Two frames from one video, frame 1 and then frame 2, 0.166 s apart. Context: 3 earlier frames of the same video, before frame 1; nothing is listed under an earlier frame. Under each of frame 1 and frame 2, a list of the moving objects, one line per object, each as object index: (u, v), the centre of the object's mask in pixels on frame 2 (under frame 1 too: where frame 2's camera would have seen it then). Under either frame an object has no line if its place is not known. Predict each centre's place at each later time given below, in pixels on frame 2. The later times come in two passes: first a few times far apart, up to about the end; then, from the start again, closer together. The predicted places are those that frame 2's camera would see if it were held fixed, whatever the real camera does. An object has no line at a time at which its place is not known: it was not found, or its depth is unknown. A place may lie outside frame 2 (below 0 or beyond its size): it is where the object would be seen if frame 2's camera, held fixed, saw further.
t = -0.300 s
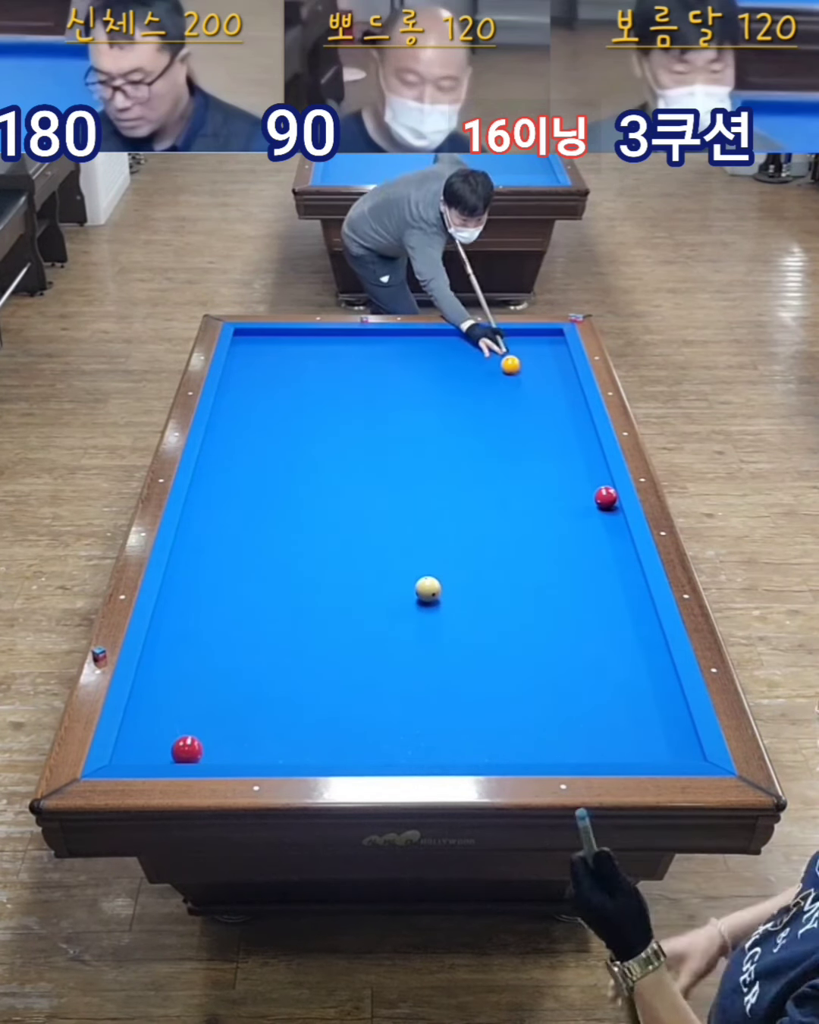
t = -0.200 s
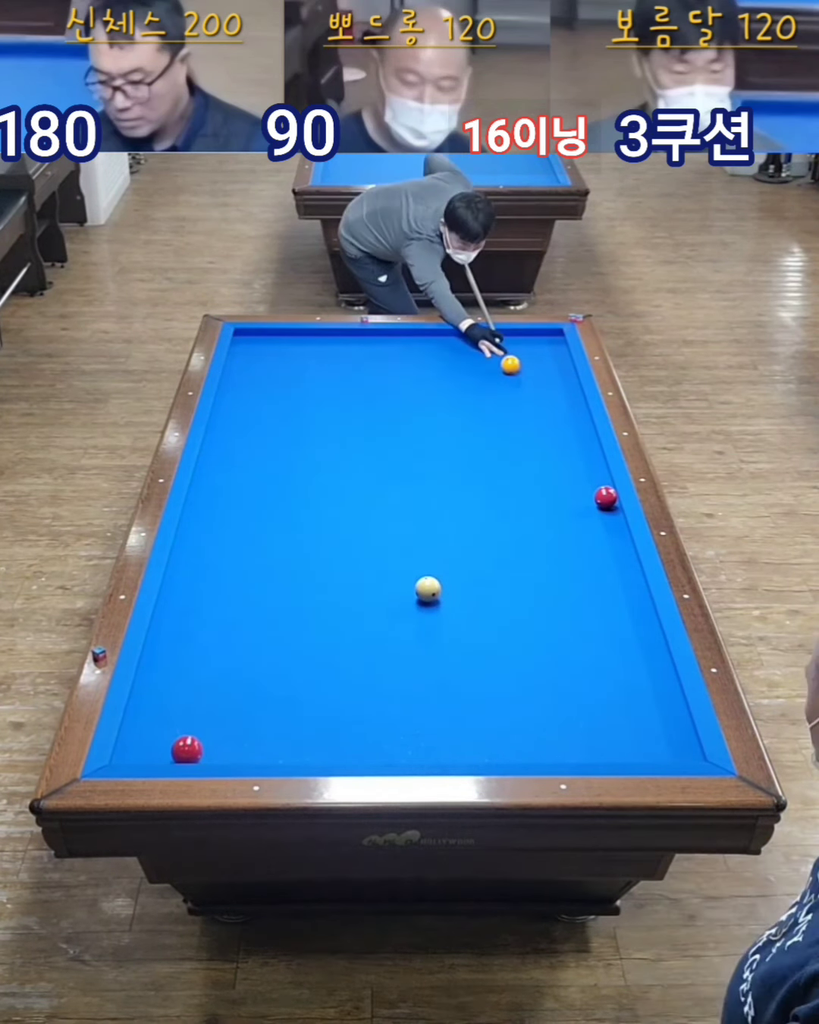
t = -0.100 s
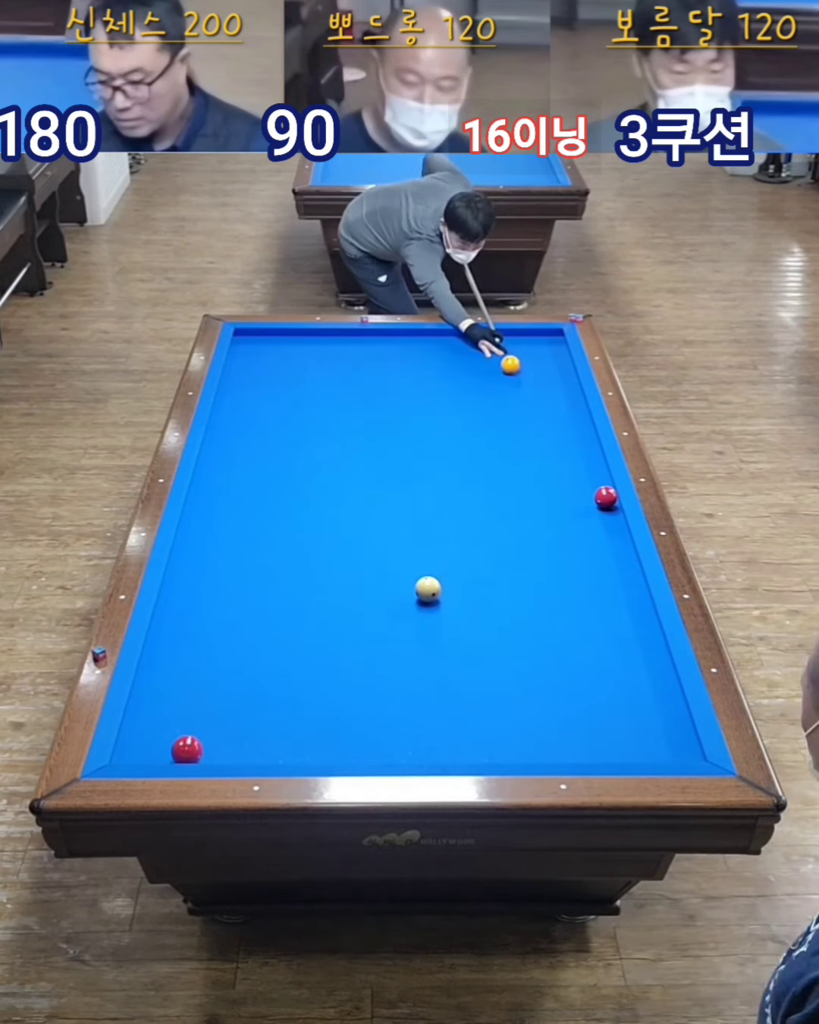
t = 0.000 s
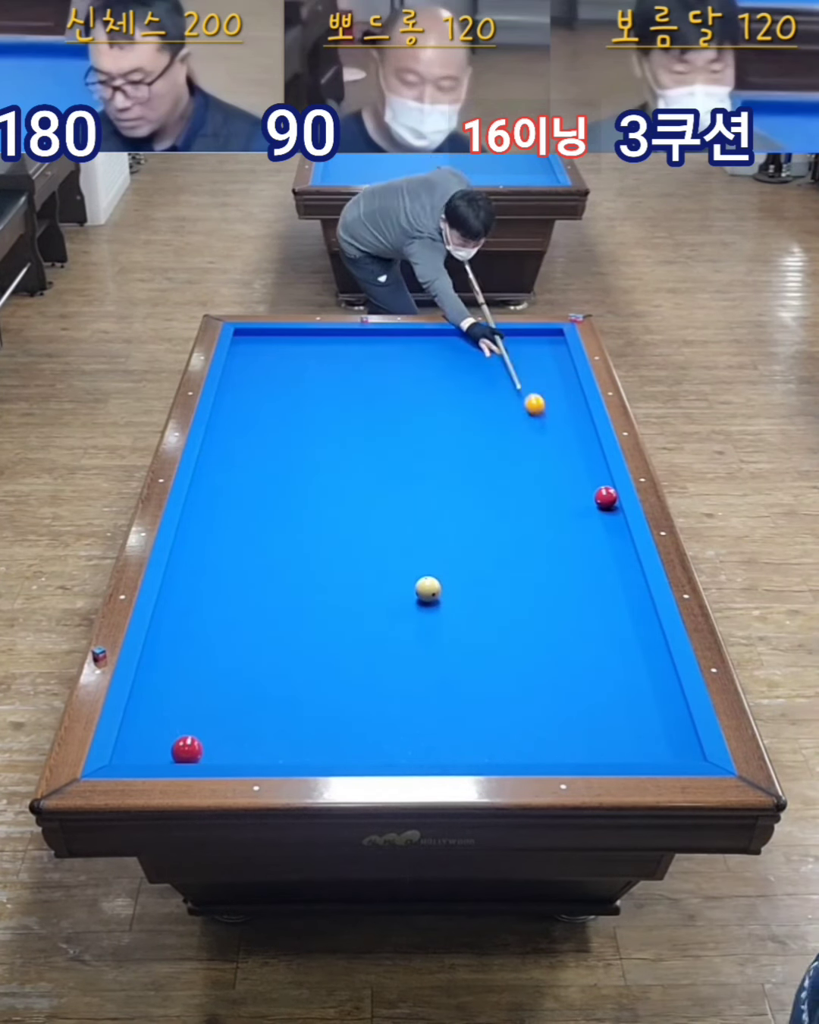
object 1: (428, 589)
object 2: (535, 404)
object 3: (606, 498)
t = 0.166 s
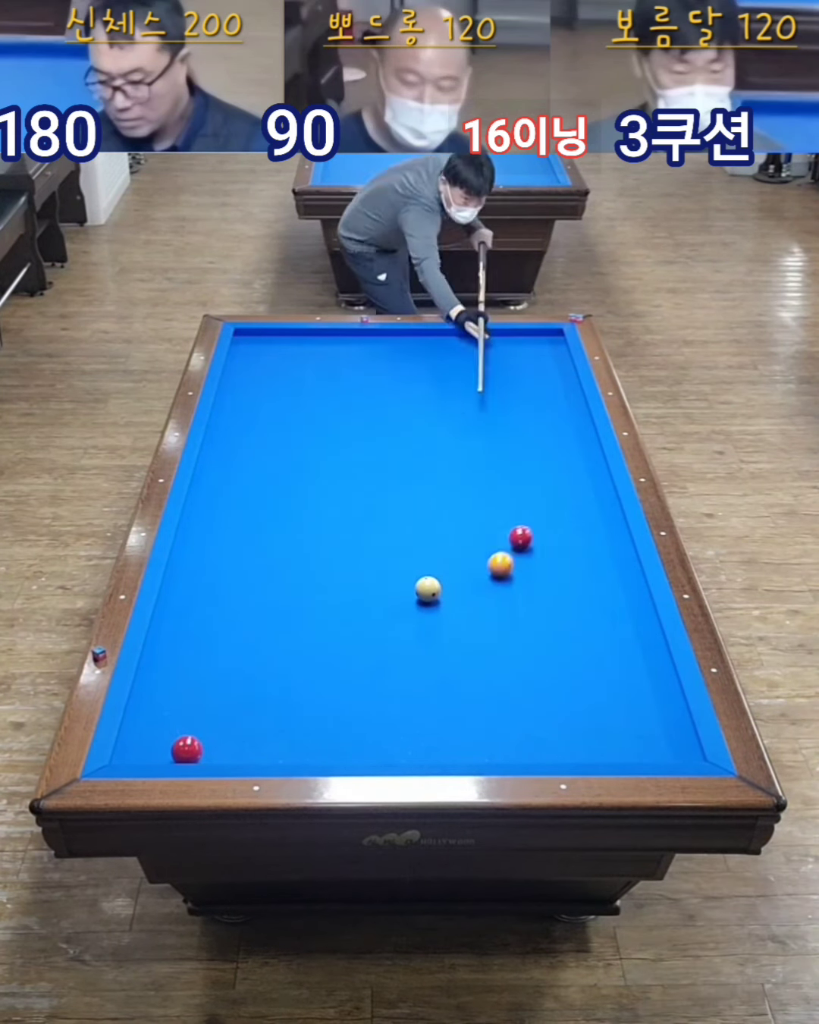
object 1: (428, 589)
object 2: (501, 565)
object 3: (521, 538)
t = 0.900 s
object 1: (419, 734)
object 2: (273, 634)
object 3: (303, 471)
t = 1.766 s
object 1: (489, 653)
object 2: (403, 630)
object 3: (505, 349)
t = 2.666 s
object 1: (608, 637)
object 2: (421, 608)
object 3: (486, 426)
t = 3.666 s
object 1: (636, 628)
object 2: (423, 605)
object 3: (359, 517)
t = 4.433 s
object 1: (635, 628)
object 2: (423, 605)
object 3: (261, 586)
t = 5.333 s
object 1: (635, 628)
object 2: (423, 605)
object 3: (164, 686)
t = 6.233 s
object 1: (635, 628)
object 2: (423, 605)
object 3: (177, 700)
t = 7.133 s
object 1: (635, 627)
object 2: (423, 605)
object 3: (177, 700)
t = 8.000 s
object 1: (635, 628)
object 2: (423, 605)
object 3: (177, 700)
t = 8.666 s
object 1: (635, 628)
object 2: (423, 605)
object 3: (177, 700)
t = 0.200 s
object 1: (428, 589)
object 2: (473, 595)
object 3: (490, 551)
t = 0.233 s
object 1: (428, 589)
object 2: (446, 627)
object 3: (461, 563)
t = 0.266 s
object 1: (428, 589)
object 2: (416, 662)
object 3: (434, 571)
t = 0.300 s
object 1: (428, 600)
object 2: (384, 699)
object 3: (404, 576)
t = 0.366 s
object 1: (427, 621)
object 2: (315, 737)
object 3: (348, 580)
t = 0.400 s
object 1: (426, 630)
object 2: (285, 706)
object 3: (319, 582)
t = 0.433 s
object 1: (426, 640)
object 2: (257, 680)
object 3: (290, 585)
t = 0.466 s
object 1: (425, 649)
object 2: (231, 657)
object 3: (262, 586)
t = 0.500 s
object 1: (425, 660)
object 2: (205, 636)
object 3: (233, 588)
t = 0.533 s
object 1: (424, 670)
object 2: (181, 619)
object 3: (205, 590)
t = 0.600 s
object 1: (424, 691)
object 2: (187, 614)
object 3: (190, 570)
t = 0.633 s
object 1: (423, 701)
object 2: (199, 619)
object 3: (209, 554)
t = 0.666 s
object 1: (423, 712)
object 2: (209, 623)
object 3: (225, 540)
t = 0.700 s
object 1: (422, 723)
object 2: (219, 625)
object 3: (239, 528)
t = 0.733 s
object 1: (421, 734)
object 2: (228, 626)
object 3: (251, 518)
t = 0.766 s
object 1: (421, 746)
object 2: (237, 628)
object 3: (262, 508)
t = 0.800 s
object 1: (421, 751)
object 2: (246, 629)
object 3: (273, 498)
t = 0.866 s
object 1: (420, 740)
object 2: (264, 632)
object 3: (293, 479)
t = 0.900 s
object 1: (419, 734)
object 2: (273, 634)
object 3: (303, 471)
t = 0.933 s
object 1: (418, 727)
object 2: (282, 635)
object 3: (312, 462)
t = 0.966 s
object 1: (418, 722)
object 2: (291, 637)
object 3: (322, 454)
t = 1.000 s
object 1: (417, 716)
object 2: (300, 638)
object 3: (331, 446)
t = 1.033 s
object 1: (417, 711)
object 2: (309, 640)
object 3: (339, 438)
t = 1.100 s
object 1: (416, 700)
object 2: (326, 643)
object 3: (356, 423)
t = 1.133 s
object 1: (415, 695)
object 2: (335, 644)
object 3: (364, 415)
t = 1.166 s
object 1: (415, 690)
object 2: (343, 646)
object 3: (372, 408)
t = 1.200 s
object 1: (414, 685)
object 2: (352, 647)
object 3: (379, 401)
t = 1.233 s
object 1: (414, 681)
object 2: (360, 649)
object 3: (387, 395)
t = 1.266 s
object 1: (413, 676)
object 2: (369, 649)
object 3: (394, 388)
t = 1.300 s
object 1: (412, 671)
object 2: (378, 651)
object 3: (401, 382)
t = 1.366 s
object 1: (415, 664)
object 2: (390, 652)
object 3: (414, 369)
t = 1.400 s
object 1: (422, 663)
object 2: (391, 649)
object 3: (421, 364)
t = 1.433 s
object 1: (428, 663)
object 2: (392, 648)
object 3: (428, 358)
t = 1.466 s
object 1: (435, 661)
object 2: (393, 645)
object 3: (434, 352)
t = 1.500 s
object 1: (441, 661)
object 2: (394, 643)
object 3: (440, 347)
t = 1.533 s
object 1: (448, 660)
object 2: (396, 642)
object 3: (446, 341)
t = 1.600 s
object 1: (460, 658)
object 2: (397, 638)
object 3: (459, 335)
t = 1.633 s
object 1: (466, 657)
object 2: (399, 636)
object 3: (468, 338)
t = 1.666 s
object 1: (471, 657)
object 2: (399, 635)
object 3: (477, 341)
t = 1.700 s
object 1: (477, 656)
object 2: (400, 634)
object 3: (487, 343)
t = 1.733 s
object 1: (483, 655)
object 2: (402, 632)
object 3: (496, 346)
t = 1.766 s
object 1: (489, 653)
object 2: (403, 630)
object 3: (505, 349)
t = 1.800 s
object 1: (494, 653)
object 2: (403, 629)
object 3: (514, 351)
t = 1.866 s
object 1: (505, 652)
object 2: (405, 627)
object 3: (533, 357)
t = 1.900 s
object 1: (510, 651)
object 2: (406, 625)
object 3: (542, 360)
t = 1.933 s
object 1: (515, 650)
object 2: (407, 623)
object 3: (552, 362)
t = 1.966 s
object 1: (520, 649)
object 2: (408, 623)
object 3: (561, 365)
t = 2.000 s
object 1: (525, 649)
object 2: (409, 622)
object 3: (565, 368)
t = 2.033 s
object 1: (530, 648)
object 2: (410, 621)
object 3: (560, 370)
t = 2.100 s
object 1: (540, 646)
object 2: (412, 618)
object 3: (553, 376)
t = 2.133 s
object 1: (544, 646)
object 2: (412, 617)
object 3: (549, 379)
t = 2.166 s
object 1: (549, 645)
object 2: (413, 616)
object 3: (545, 382)
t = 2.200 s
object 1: (553, 644)
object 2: (414, 616)
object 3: (541, 385)
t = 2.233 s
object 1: (557, 643)
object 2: (414, 615)
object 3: (537, 388)
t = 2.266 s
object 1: (562, 643)
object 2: (415, 614)
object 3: (533, 391)
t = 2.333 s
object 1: (570, 642)
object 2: (416, 612)
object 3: (526, 397)
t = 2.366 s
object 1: (574, 641)
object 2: (417, 612)
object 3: (522, 400)
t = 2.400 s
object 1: (578, 640)
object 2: (417, 611)
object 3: (517, 403)
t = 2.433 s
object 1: (582, 640)
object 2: (418, 610)
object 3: (513, 406)
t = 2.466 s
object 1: (586, 639)
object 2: (419, 610)
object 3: (510, 409)
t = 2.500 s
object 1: (590, 639)
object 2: (419, 609)
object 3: (505, 412)
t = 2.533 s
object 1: (593, 638)
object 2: (420, 609)
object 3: (501, 415)
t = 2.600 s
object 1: (600, 638)
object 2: (420, 608)
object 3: (493, 420)
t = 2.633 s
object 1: (604, 637)
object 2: (421, 608)
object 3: (489, 424)
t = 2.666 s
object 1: (608, 637)
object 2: (421, 608)
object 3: (486, 426)
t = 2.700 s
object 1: (611, 636)
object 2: (422, 608)
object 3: (481, 430)
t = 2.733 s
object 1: (614, 636)
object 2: (422, 607)
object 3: (477, 433)
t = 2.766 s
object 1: (617, 635)
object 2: (422, 607)
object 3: (473, 436)
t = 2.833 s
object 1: (623, 635)
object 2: (423, 607)
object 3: (464, 442)
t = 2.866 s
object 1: (626, 634)
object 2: (422, 607)
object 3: (460, 445)
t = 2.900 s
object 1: (628, 634)
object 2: (423, 607)
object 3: (456, 448)
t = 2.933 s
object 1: (631, 633)
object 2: (423, 607)
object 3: (452, 451)
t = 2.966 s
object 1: (634, 633)
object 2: (423, 607)
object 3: (448, 454)
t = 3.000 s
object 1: (637, 632)
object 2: (423, 606)
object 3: (444, 457)
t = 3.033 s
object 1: (639, 631)
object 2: (423, 606)
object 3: (439, 460)
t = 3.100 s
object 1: (644, 631)
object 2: (427, 607)
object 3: (427, 465)
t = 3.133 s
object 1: (647, 630)
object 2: (423, 606)
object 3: (427, 469)
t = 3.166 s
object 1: (648, 630)
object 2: (423, 606)
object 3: (423, 472)
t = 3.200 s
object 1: (649, 630)
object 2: (424, 608)
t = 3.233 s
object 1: (648, 630)
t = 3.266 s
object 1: (647, 629)
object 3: (408, 481)
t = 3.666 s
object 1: (636, 628)
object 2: (423, 605)
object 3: (359, 517)
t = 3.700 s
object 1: (636, 627)
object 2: (423, 605)
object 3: (354, 520)
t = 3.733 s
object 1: (635, 627)
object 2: (423, 605)
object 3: (350, 523)
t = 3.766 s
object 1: (635, 627)
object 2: (423, 605)
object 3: (346, 526)
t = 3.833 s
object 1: (635, 627)
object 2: (423, 605)
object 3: (337, 532)
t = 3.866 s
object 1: (635, 627)
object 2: (423, 605)
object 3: (333, 535)
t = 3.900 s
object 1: (635, 627)
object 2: (423, 605)
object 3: (329, 538)
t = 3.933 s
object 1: (635, 627)
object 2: (423, 605)
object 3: (325, 541)
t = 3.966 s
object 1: (635, 627)
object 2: (423, 605)
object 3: (320, 544)
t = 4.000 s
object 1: (635, 627)
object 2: (423, 605)
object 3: (316, 547)
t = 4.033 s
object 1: (635, 627)
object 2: (423, 605)
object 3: (312, 550)
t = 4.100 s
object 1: (635, 627)
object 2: (423, 605)
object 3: (303, 556)
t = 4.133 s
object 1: (635, 627)
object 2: (423, 605)
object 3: (299, 559)
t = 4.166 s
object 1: (635, 627)
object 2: (423, 605)
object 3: (295, 562)
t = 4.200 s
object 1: (635, 627)
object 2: (423, 605)
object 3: (291, 564)
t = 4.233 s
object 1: (635, 627)
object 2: (423, 605)
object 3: (285, 569)
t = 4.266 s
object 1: (635, 628)
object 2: (423, 605)
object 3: (281, 572)
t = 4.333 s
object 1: (635, 627)
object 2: (423, 605)
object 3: (273, 578)
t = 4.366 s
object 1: (635, 627)
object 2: (423, 605)
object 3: (269, 580)
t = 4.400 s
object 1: (634, 628)
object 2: (423, 605)
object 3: (265, 583)
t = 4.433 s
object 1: (635, 628)
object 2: (423, 605)
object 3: (261, 586)
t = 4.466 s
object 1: (635, 627)
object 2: (423, 605)
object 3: (257, 589)
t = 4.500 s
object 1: (634, 628)
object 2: (423, 605)
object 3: (253, 591)
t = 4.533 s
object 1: (635, 628)
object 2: (423, 605)
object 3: (249, 594)
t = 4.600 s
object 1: (635, 628)
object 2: (423, 605)
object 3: (241, 600)
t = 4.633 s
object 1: (634, 628)
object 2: (423, 605)
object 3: (237, 603)
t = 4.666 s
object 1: (635, 627)
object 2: (423, 605)
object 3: (233, 605)
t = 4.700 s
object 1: (635, 627)
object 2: (423, 605)
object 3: (230, 608)
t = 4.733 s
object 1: (635, 628)
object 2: (423, 605)
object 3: (226, 611)
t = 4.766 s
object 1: (635, 628)
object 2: (423, 605)
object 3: (218, 616)
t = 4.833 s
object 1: (635, 627)
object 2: (423, 605)
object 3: (204, 626)
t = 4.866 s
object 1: (635, 628)
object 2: (423, 605)
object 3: (197, 631)
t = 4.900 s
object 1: (634, 628)
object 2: (423, 605)
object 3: (190, 637)
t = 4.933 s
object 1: (635, 628)
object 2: (423, 605)
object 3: (184, 642)
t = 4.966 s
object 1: (635, 627)
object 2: (423, 605)
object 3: (177, 646)
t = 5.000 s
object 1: (635, 628)
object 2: (422, 605)
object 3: (171, 651)
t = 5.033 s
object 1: (635, 627)
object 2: (423, 605)
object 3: (164, 656)
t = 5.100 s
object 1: (635, 628)
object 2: (423, 605)
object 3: (153, 665)
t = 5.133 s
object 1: (635, 628)
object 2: (423, 605)
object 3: (154, 668)
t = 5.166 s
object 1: (635, 628)
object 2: (423, 605)
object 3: (156, 672)
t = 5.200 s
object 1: (635, 628)
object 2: (423, 605)
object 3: (158, 675)
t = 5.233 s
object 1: (635, 628)
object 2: (423, 605)
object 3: (159, 677)
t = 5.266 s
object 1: (635, 628)
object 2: (423, 605)
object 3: (161, 680)
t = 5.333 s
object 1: (635, 628)
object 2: (423, 605)
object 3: (164, 686)
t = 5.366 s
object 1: (635, 628)
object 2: (423, 605)
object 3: (165, 688)
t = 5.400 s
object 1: (635, 628)
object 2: (423, 605)
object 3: (166, 690)
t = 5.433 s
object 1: (635, 628)
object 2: (423, 605)
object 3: (168, 692)
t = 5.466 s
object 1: (635, 628)
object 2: (423, 605)
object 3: (169, 693)
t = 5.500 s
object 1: (635, 628)
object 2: (423, 605)
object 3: (171, 695)
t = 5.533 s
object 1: (635, 628)
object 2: (423, 605)
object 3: (172, 696)
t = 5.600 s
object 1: (635, 628)
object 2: (423, 605)
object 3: (175, 698)
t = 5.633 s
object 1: (635, 628)
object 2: (423, 605)
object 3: (176, 699)
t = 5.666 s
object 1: (635, 628)
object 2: (423, 605)
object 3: (177, 699)
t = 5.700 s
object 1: (635, 628)
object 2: (423, 605)
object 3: (177, 699)
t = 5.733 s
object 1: (635, 628)
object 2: (423, 605)
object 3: (178, 700)
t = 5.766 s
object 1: (635, 628)
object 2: (423, 605)
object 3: (177, 700)
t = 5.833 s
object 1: (635, 628)
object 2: (423, 605)
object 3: (177, 700)
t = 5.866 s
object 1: (635, 628)
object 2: (423, 605)
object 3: (177, 700)
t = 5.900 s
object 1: (635, 628)
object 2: (423, 605)
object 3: (177, 700)
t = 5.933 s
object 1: (635, 627)
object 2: (423, 605)
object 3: (177, 700)
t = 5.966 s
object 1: (635, 627)
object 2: (423, 605)
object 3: (177, 700)
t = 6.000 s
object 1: (634, 628)
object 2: (423, 605)
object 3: (177, 700)
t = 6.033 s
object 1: (635, 628)
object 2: (423, 605)
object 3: (177, 700)
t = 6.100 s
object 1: (634, 628)
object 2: (423, 606)
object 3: (177, 700)
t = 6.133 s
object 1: (635, 628)
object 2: (423, 605)
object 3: (177, 700)
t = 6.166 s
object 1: (635, 628)
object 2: (423, 605)
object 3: (177, 700)
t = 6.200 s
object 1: (635, 628)
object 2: (423, 605)
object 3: (177, 700)
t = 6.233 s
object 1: (635, 628)
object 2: (423, 605)
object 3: (177, 700)
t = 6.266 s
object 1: (635, 628)
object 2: (423, 605)
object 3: (177, 700)
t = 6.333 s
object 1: (635, 628)
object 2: (423, 605)
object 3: (177, 700)
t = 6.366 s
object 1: (635, 628)
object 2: (423, 605)
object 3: (177, 700)
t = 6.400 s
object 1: (635, 628)
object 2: (423, 605)
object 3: (177, 700)
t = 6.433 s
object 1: (635, 628)
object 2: (423, 605)
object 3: (177, 700)
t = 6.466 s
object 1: (635, 628)
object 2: (423, 605)
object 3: (177, 700)
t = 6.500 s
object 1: (635, 628)
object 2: (423, 605)
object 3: (177, 700)
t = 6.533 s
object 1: (635, 628)
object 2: (423, 605)
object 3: (177, 700)
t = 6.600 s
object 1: (635, 628)
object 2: (423, 605)
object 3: (177, 700)
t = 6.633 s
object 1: (635, 627)
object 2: (423, 605)
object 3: (177, 700)
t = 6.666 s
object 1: (635, 628)
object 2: (423, 605)
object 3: (177, 700)
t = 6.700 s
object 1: (635, 628)
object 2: (423, 605)
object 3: (177, 700)
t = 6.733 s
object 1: (635, 628)
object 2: (423, 605)
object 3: (177, 700)
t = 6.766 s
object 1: (635, 628)
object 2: (423, 605)
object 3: (177, 700)
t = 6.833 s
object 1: (635, 627)
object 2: (423, 605)
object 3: (177, 700)
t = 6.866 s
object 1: (635, 628)
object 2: (423, 605)
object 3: (177, 700)
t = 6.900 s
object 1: (635, 628)
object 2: (423, 605)
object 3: (177, 700)
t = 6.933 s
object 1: (635, 628)
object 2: (423, 605)
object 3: (177, 700)
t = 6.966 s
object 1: (635, 628)
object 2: (423, 605)
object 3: (177, 700)
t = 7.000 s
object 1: (635, 627)
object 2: (423, 605)
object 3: (177, 700)
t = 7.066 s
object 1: (635, 627)
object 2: (423, 605)
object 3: (177, 700)
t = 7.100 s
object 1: (635, 628)
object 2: (423, 605)
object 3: (177, 700)
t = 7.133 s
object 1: (635, 627)
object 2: (423, 605)
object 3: (177, 700)
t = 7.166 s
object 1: (635, 628)
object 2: (423, 605)
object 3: (177, 700)
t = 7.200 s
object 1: (635, 628)
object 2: (423, 605)
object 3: (177, 700)
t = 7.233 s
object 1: (635, 628)
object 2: (423, 605)
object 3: (177, 700)
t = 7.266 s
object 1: (635, 628)
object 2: (423, 605)
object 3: (177, 700)
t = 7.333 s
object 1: (635, 628)
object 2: (423, 605)
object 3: (177, 700)
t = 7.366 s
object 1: (635, 628)
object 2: (423, 605)
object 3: (177, 700)
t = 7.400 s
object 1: (635, 628)
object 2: (423, 605)
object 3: (177, 700)
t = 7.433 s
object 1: (635, 628)
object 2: (423, 605)
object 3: (177, 700)
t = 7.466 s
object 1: (635, 628)
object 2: (423, 605)
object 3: (177, 700)
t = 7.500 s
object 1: (635, 628)
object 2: (423, 605)
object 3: (177, 700)
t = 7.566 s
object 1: (635, 628)
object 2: (423, 605)
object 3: (177, 700)
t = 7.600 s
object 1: (635, 627)
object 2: (423, 605)
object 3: (177, 700)
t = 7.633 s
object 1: (635, 628)
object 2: (423, 605)
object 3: (177, 700)
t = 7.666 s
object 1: (635, 627)
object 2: (423, 605)
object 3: (177, 700)
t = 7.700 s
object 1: (635, 628)
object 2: (423, 605)
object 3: (177, 700)
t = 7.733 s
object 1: (635, 628)
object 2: (423, 605)
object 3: (177, 700)
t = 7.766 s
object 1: (635, 628)
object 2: (423, 605)
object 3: (177, 700)
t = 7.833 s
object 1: (635, 628)
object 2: (423, 605)
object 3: (177, 700)
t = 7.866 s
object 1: (635, 628)
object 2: (423, 605)
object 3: (177, 700)
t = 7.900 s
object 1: (635, 628)
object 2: (423, 605)
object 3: (177, 700)
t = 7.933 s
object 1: (635, 628)
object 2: (423, 605)
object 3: (177, 700)
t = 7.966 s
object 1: (635, 628)
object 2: (423, 605)
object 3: (177, 700)
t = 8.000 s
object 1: (635, 628)
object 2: (423, 605)
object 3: (177, 700)
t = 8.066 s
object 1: (635, 628)
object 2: (423, 605)
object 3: (177, 700)
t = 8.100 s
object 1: (635, 628)
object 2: (423, 605)
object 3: (177, 700)
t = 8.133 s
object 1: (635, 628)
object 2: (423, 605)
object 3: (177, 700)
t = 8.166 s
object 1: (635, 628)
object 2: (423, 605)
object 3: (177, 700)
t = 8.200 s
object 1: (635, 628)
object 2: (423, 605)
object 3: (177, 700)
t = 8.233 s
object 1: (635, 628)
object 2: (423, 605)
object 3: (177, 700)
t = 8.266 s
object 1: (635, 628)
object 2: (423, 605)
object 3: (177, 700)
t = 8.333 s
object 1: (635, 628)
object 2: (423, 605)
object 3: (177, 700)
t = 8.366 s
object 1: (635, 628)
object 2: (423, 605)
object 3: (177, 700)
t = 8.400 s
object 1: (635, 628)
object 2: (423, 605)
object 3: (177, 700)
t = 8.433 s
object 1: (635, 628)
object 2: (423, 605)
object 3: (177, 700)
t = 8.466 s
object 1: (635, 628)
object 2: (423, 605)
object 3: (177, 700)
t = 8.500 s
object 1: (635, 628)
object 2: (423, 605)
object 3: (177, 700)
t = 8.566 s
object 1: (635, 628)
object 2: (423, 605)
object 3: (177, 700)
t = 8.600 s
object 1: (635, 628)
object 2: (423, 605)
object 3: (177, 700)
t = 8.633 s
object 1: (635, 628)
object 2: (423, 605)
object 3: (177, 700)
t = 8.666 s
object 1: (635, 628)
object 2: (423, 605)
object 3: (177, 700)
